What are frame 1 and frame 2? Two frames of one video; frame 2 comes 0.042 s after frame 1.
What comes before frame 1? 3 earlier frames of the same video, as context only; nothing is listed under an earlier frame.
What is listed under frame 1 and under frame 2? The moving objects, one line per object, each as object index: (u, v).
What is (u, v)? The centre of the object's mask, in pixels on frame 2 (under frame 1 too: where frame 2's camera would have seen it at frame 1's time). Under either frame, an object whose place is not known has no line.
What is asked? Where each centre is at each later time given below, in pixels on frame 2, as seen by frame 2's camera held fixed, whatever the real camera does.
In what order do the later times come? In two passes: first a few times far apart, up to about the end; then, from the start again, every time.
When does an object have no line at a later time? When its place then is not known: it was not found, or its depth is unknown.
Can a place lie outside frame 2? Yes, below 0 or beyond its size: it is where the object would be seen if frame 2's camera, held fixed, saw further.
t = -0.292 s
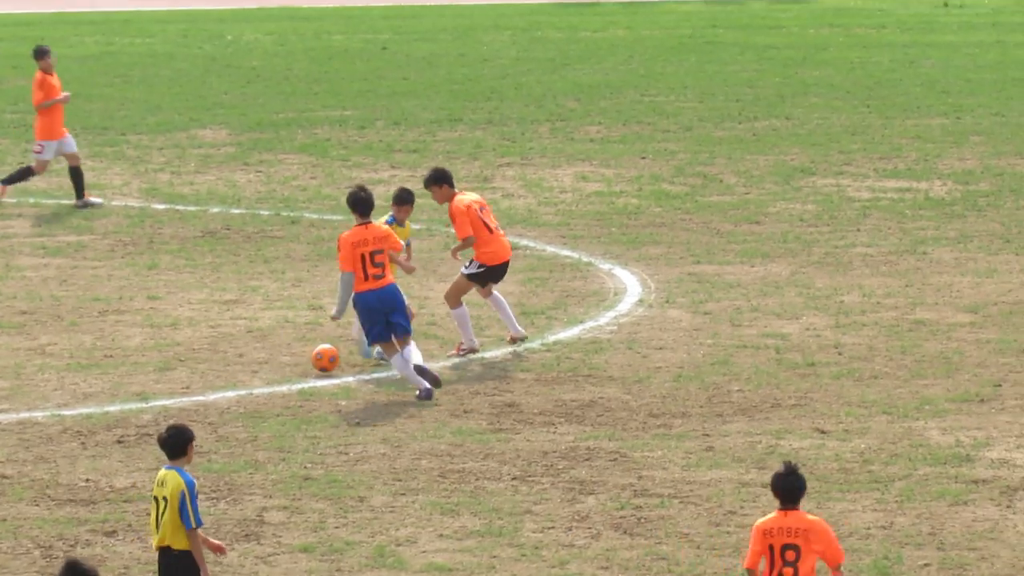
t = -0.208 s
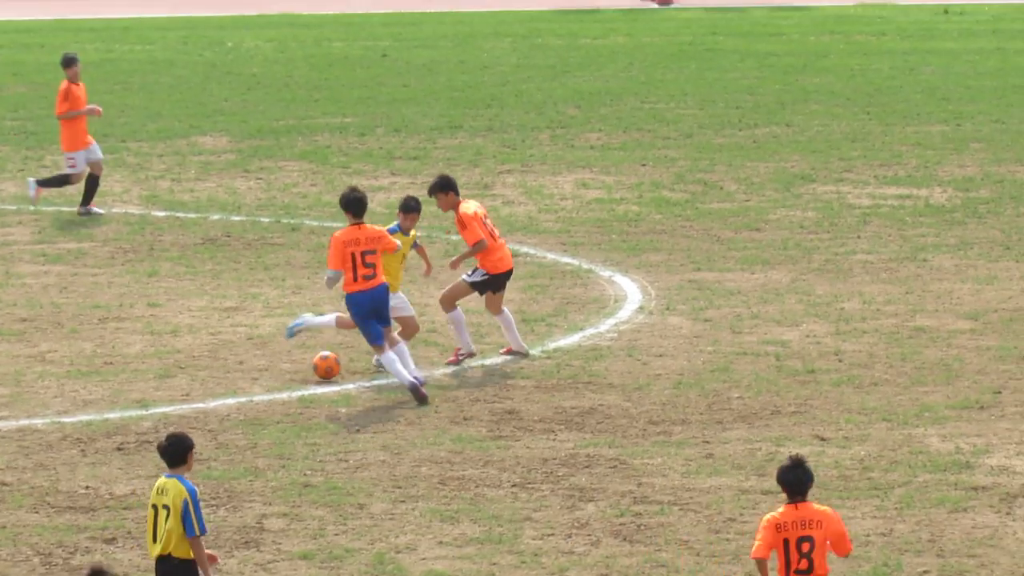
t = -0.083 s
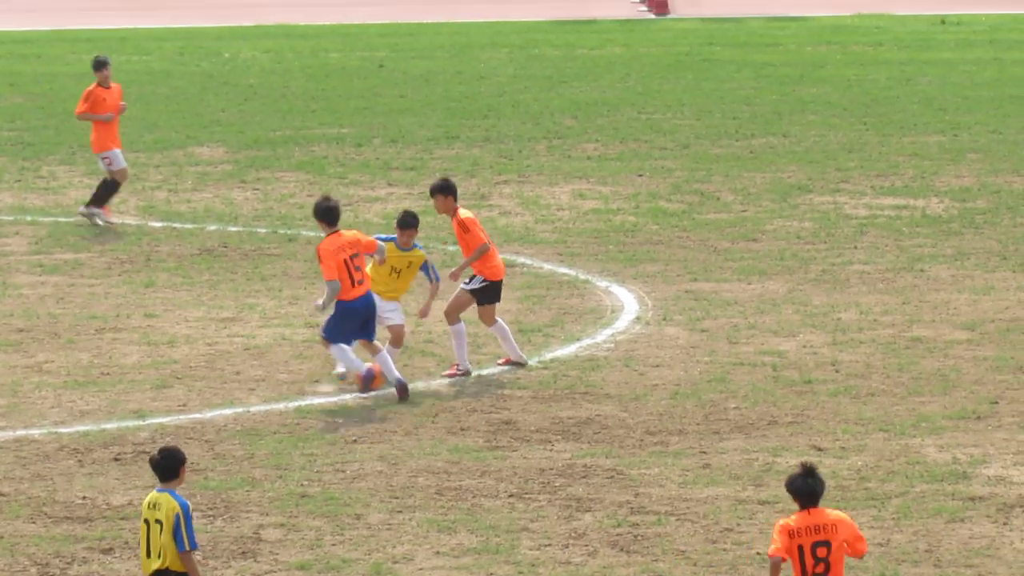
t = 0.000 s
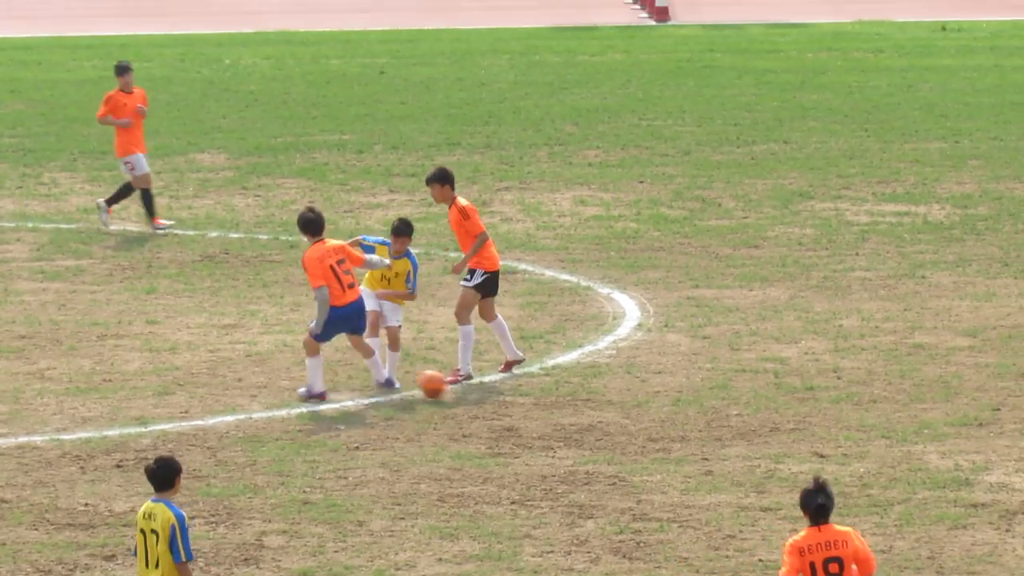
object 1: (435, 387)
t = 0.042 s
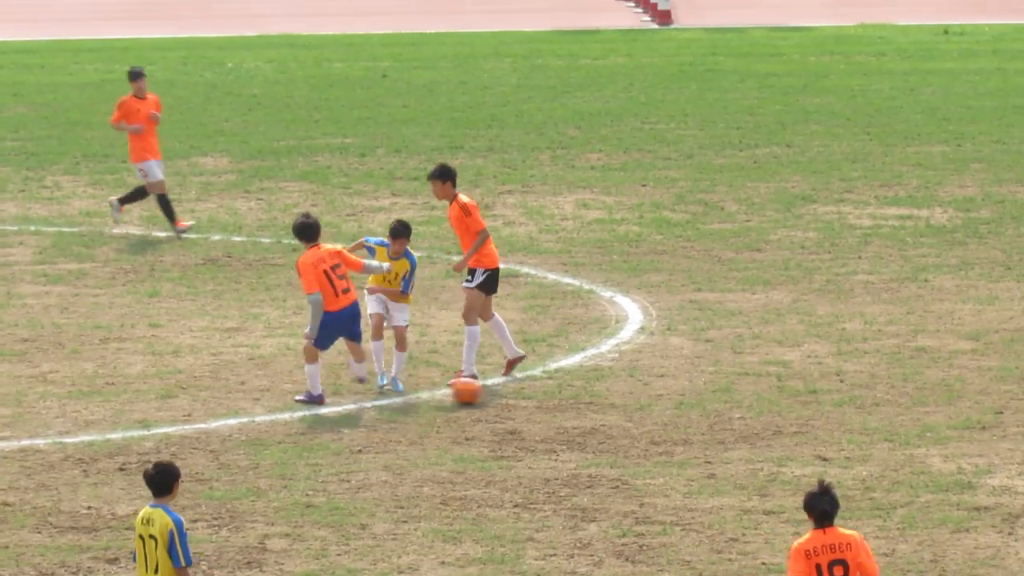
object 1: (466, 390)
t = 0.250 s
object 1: (589, 393)
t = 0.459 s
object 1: (681, 394)
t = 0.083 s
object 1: (491, 388)
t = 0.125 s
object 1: (515, 386)
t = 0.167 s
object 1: (540, 386)
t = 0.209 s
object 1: (564, 388)
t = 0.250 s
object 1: (589, 393)
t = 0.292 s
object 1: (612, 398)
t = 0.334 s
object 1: (629, 394)
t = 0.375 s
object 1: (647, 392)
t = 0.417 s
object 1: (664, 392)
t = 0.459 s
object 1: (681, 394)
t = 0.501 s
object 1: (699, 400)
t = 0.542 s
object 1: (716, 399)
